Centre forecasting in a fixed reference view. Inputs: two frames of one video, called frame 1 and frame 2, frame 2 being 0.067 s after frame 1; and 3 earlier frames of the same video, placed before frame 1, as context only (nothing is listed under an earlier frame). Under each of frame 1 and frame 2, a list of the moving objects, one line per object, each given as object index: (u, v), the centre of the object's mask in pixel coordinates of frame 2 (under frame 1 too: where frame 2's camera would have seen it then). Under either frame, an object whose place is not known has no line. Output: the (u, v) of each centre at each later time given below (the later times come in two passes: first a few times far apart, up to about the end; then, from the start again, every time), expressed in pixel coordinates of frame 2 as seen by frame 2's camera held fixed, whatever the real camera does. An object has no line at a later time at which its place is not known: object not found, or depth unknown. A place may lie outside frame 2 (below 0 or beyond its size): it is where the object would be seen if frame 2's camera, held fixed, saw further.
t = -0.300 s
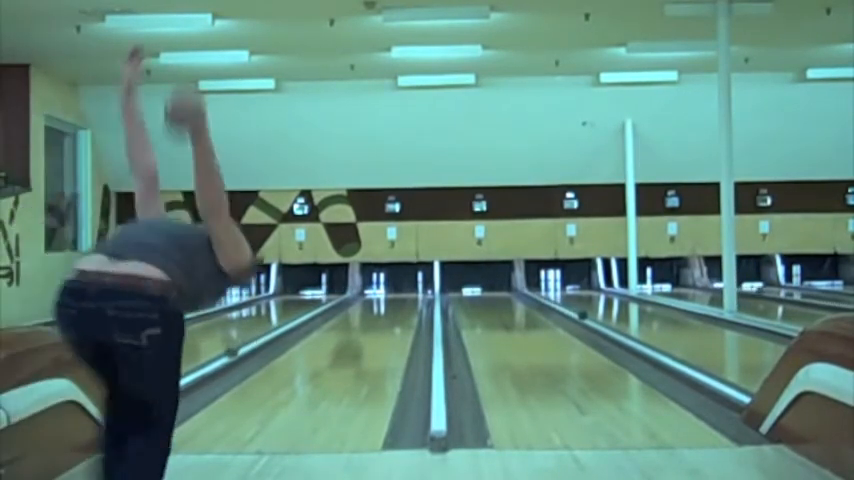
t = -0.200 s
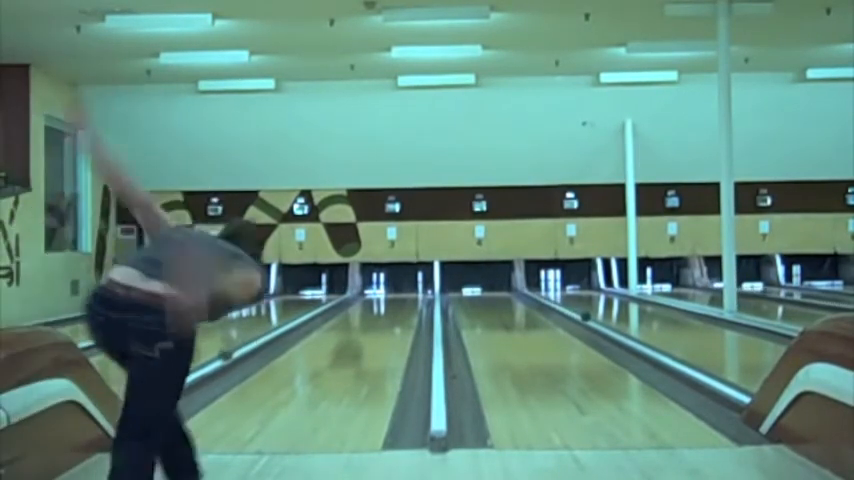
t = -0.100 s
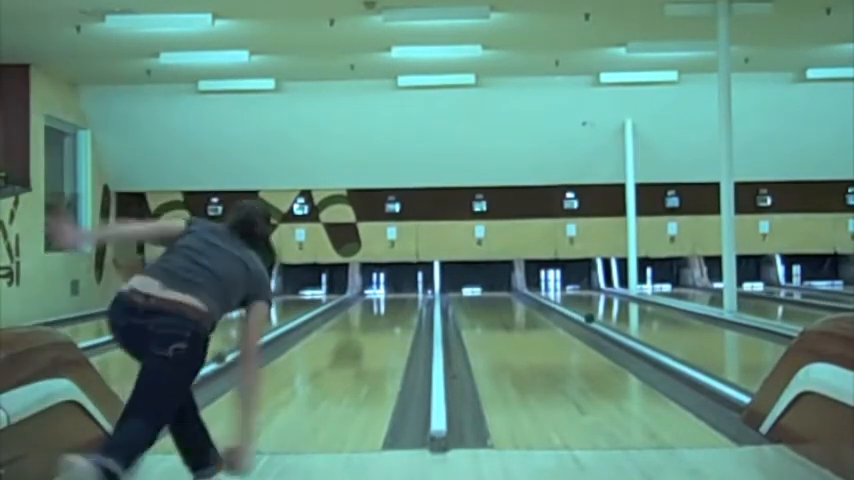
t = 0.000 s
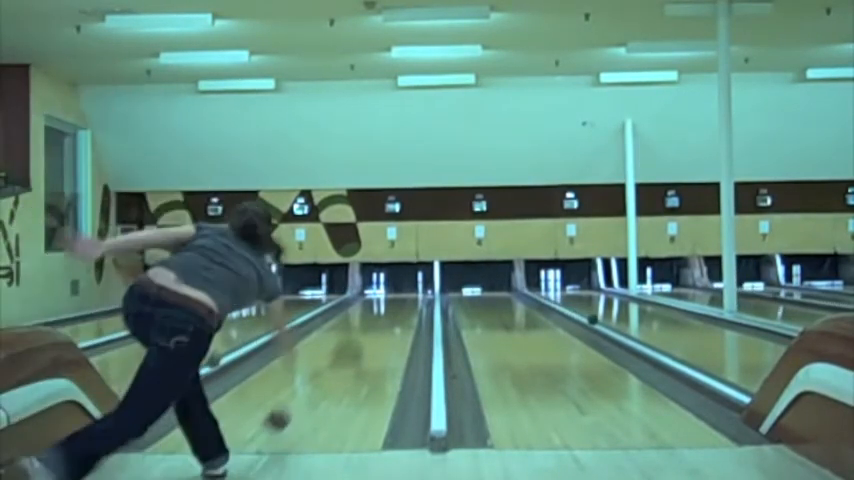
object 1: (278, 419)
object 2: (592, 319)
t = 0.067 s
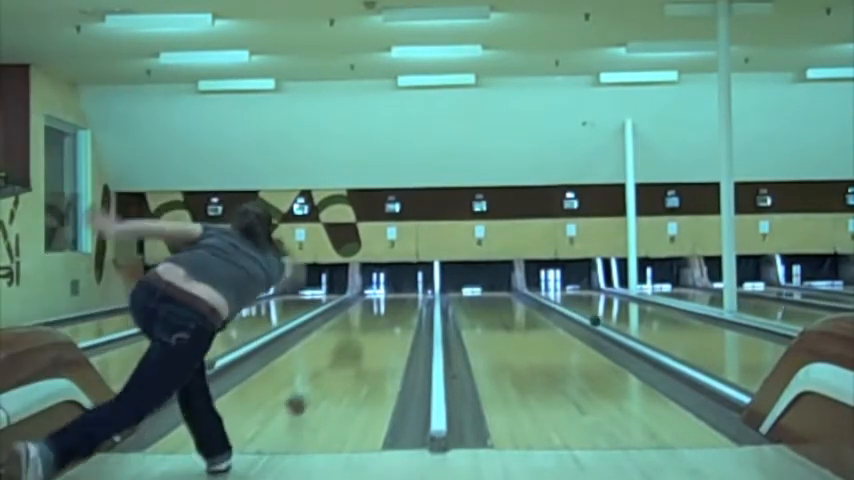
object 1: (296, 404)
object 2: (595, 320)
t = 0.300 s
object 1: (336, 358)
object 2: (604, 324)
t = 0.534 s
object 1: (355, 333)
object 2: (614, 329)
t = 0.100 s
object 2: (596, 321)
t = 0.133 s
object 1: (311, 385)
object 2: (597, 321)
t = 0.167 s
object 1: (318, 377)
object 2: (599, 322)
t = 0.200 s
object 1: (324, 372)
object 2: (600, 322)
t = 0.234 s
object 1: (327, 367)
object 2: (601, 323)
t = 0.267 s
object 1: (331, 362)
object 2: (602, 324)
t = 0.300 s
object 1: (336, 358)
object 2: (604, 324)
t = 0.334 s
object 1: (339, 352)
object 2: (605, 325)
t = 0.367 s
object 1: (340, 351)
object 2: (607, 325)
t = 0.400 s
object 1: (344, 347)
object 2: (608, 326)
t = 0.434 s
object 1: (348, 341)
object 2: (609, 327)
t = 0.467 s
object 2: (611, 328)
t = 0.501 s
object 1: (354, 335)
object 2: (613, 328)
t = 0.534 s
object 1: (355, 333)
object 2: (614, 329)
